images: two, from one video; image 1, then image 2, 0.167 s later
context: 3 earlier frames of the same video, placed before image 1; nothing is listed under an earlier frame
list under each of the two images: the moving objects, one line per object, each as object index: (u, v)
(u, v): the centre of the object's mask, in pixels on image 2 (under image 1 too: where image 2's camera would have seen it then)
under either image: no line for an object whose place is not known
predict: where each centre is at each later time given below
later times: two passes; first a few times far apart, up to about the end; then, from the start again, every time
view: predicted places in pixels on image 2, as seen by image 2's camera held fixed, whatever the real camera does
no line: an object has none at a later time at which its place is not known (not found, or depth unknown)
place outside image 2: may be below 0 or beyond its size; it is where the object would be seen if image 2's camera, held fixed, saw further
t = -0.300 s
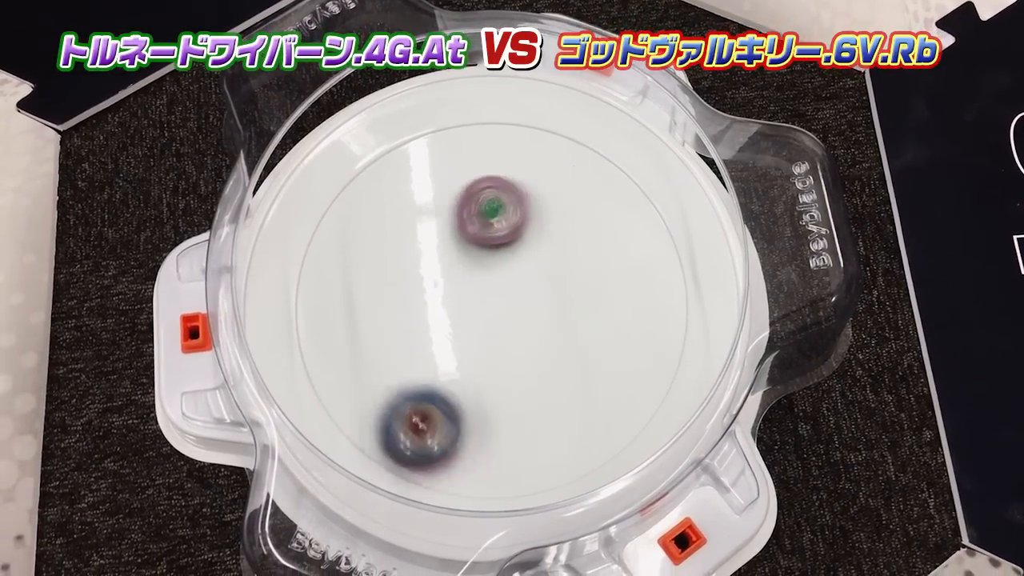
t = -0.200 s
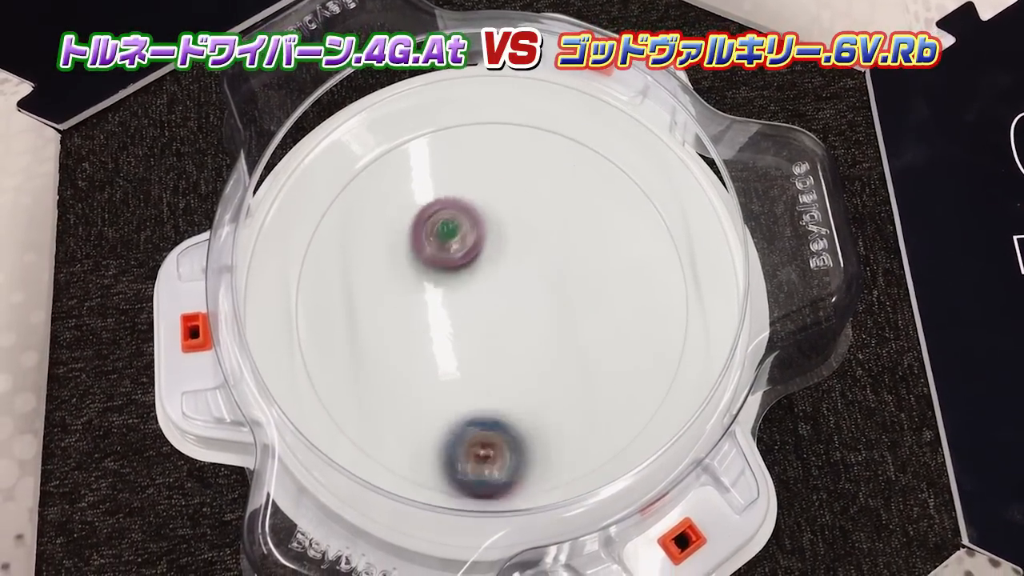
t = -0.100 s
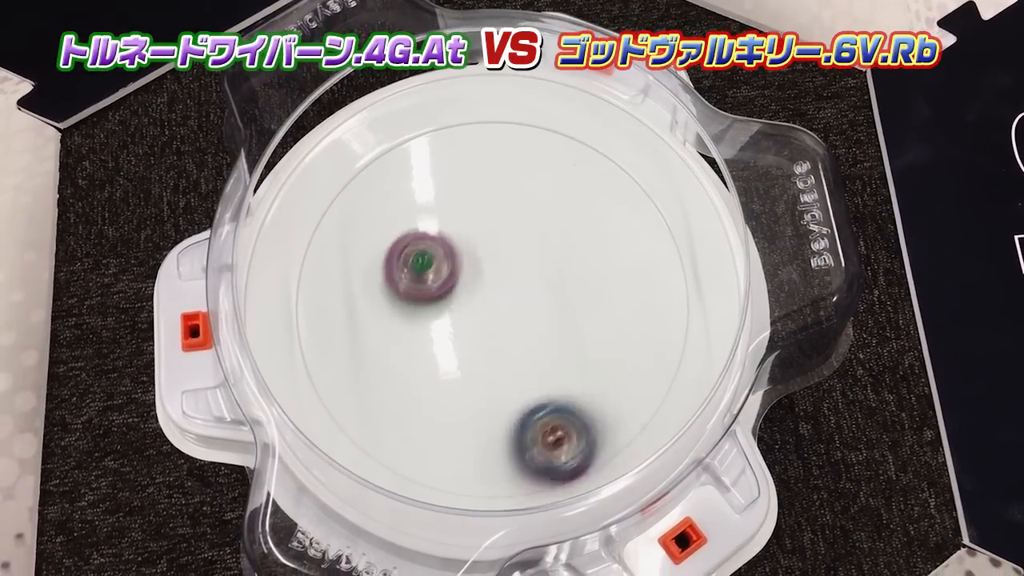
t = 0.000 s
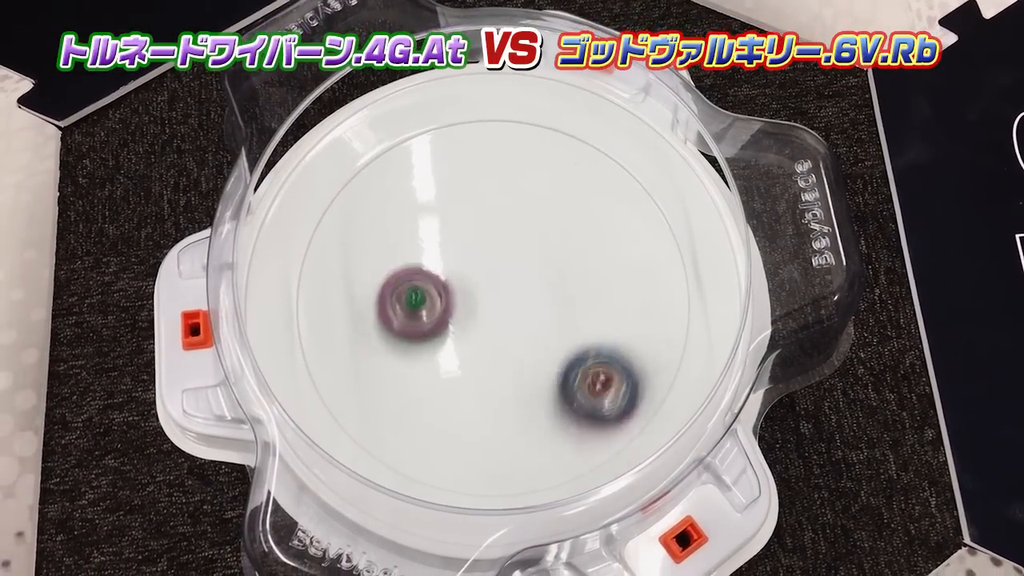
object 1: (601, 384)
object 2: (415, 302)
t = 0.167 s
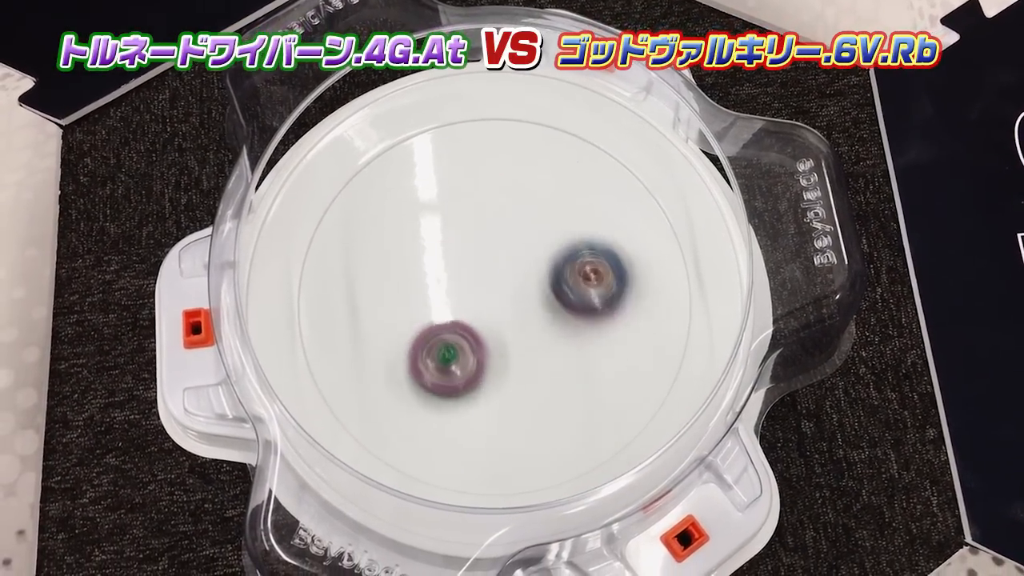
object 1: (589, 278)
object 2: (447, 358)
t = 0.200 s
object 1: (576, 261)
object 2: (459, 366)
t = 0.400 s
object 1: (469, 208)
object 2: (538, 364)
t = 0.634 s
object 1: (354, 269)
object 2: (577, 291)
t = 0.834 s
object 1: (390, 376)
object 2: (538, 233)
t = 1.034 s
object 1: (520, 371)
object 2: (465, 228)
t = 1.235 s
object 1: (575, 268)
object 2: (415, 279)
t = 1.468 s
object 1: (510, 174)
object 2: (437, 356)
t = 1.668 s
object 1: (414, 210)
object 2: (507, 373)
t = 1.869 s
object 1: (426, 322)
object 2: (563, 330)
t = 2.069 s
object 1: (530, 365)
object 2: (563, 265)
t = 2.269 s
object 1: (611, 312)
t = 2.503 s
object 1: (570, 218)
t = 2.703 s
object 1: (486, 228)
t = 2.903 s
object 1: (463, 305)
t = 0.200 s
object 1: (576, 261)
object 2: (459, 366)
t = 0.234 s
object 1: (561, 245)
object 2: (472, 372)
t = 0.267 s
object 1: (545, 233)
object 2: (486, 375)
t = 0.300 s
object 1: (527, 222)
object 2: (499, 375)
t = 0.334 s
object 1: (508, 214)
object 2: (513, 374)
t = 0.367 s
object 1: (488, 210)
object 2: (526, 370)
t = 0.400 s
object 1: (469, 208)
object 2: (538, 364)
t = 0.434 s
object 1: (449, 208)
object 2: (549, 356)
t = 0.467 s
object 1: (429, 212)
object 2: (558, 347)
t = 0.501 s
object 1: (410, 218)
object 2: (566, 337)
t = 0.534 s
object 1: (392, 226)
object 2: (572, 326)
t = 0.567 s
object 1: (378, 238)
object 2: (575, 314)
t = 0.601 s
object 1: (364, 253)
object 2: (577, 302)
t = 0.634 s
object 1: (354, 269)
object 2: (577, 291)
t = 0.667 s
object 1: (348, 288)
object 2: (574, 280)
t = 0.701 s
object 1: (347, 308)
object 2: (570, 268)
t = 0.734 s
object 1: (350, 328)
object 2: (564, 258)
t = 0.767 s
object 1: (359, 347)
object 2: (557, 248)
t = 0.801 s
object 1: (373, 363)
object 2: (548, 240)
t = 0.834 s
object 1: (390, 376)
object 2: (538, 233)
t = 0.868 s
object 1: (411, 386)
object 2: (527, 228)
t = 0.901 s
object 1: (433, 392)
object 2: (514, 224)
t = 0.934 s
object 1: (456, 393)
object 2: (502, 222)
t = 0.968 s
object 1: (480, 390)
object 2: (489, 222)
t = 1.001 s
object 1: (501, 382)
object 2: (477, 224)
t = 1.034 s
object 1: (520, 371)
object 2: (465, 228)
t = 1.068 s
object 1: (536, 358)
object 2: (453, 233)
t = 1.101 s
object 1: (550, 342)
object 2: (443, 240)
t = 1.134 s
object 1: (561, 324)
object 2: (434, 248)
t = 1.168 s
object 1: (569, 306)
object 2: (426, 258)
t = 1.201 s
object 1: (574, 287)
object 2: (420, 268)
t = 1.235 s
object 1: (575, 268)
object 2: (415, 279)
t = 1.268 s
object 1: (574, 250)
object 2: (412, 291)
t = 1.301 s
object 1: (570, 232)
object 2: (411, 303)
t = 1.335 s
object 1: (563, 217)
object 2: (412, 315)
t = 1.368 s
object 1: (553, 203)
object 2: (416, 326)
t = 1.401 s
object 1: (541, 191)
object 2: (421, 337)
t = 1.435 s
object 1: (526, 182)
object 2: (428, 347)
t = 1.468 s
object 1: (510, 174)
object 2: (437, 356)
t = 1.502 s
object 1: (493, 170)
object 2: (447, 363)
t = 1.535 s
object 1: (475, 170)
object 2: (458, 369)
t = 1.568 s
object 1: (459, 174)
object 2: (470, 372)
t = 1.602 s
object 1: (441, 182)
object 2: (482, 375)
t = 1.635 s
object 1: (426, 194)
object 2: (495, 374)
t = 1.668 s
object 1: (414, 210)
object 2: (507, 373)
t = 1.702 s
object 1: (406, 226)
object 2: (518, 369)
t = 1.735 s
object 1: (401, 245)
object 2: (529, 364)
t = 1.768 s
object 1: (401, 265)
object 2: (540, 357)
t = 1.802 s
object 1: (406, 285)
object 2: (549, 349)
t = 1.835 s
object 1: (414, 304)
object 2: (556, 340)
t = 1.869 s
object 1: (426, 322)
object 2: (563, 330)
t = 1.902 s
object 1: (440, 336)
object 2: (567, 320)
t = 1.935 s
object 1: (456, 347)
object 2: (569, 308)
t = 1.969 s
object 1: (475, 356)
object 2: (570, 297)
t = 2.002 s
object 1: (494, 361)
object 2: (570, 286)
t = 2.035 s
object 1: (511, 364)
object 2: (567, 275)
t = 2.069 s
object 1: (530, 365)
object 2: (563, 265)
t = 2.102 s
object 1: (548, 362)
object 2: (558, 256)
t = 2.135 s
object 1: (565, 356)
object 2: (552, 247)
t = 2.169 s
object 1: (580, 348)
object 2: (544, 240)
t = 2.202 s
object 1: (592, 338)
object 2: (536, 233)
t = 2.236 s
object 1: (603, 325)
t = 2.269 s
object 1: (611, 312)
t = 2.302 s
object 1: (615, 296)
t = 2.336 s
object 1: (616, 281)
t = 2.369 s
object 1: (614, 265)
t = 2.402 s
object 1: (608, 250)
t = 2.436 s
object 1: (599, 237)
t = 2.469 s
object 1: (585, 226)
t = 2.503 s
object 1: (570, 218)
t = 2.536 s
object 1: (552, 213)
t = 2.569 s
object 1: (533, 211)
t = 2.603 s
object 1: (514, 214)
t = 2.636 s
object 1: (496, 221)
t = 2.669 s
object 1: (489, 225)
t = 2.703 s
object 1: (486, 228)
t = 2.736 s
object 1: (481, 234)
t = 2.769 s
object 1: (474, 244)
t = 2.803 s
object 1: (467, 258)
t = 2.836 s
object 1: (463, 273)
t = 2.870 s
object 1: (461, 289)
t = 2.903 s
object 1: (463, 305)
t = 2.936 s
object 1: (468, 321)
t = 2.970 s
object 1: (477, 335)
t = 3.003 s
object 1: (492, 342)
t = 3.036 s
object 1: (509, 344)
